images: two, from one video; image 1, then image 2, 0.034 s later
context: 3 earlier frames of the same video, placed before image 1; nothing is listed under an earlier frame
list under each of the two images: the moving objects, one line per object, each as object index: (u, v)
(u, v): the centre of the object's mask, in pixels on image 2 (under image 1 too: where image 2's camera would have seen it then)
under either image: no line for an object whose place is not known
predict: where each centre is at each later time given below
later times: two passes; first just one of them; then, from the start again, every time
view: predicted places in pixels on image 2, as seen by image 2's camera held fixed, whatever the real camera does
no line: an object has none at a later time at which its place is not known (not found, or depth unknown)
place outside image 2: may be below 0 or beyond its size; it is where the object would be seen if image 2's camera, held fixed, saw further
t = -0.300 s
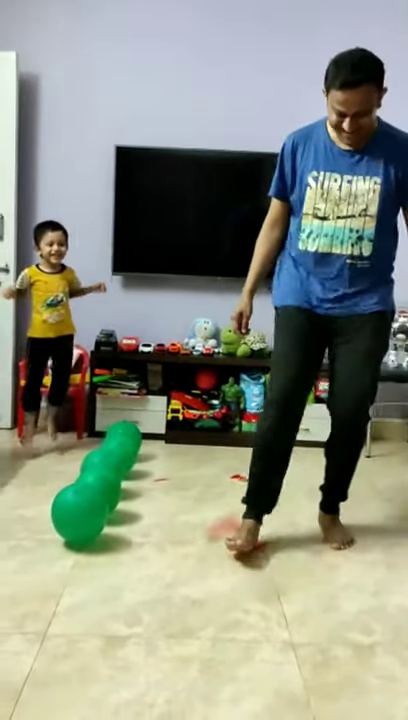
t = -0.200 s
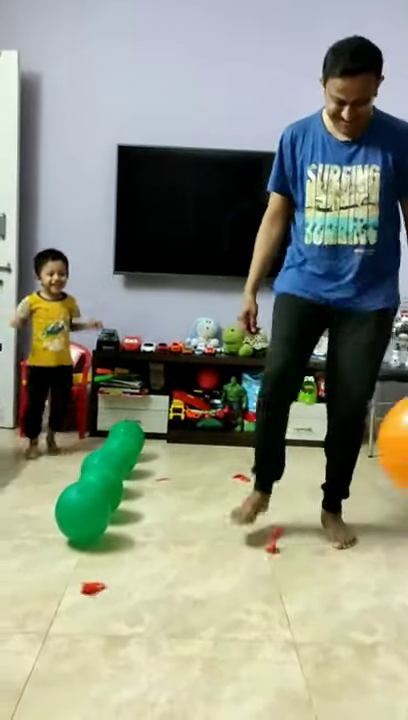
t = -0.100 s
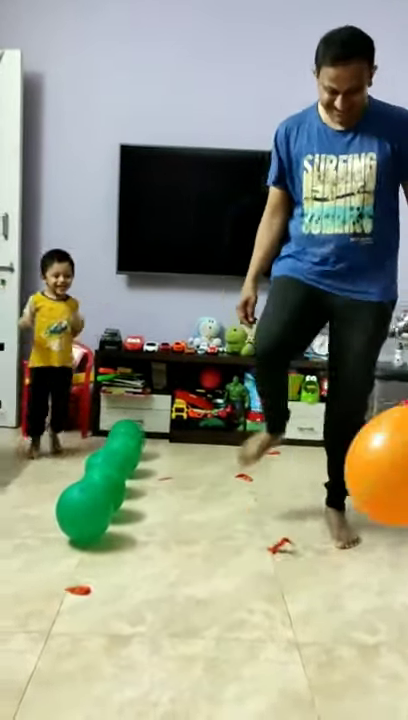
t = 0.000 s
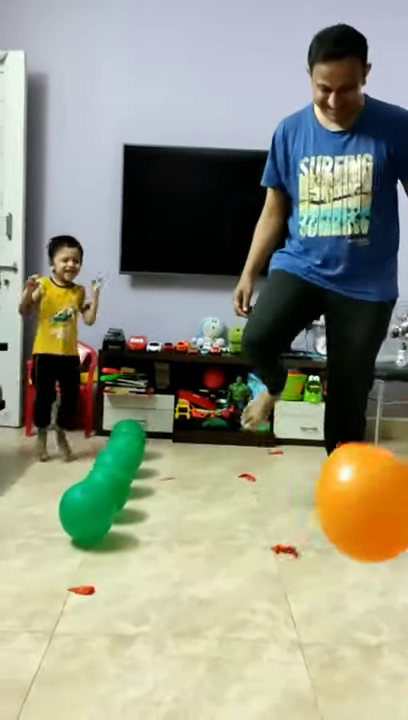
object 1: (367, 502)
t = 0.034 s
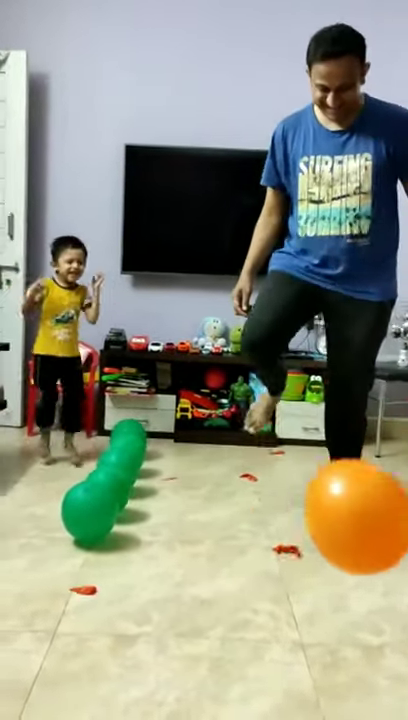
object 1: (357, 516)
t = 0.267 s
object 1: (292, 638)
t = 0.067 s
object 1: (348, 531)
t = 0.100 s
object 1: (338, 545)
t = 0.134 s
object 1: (328, 561)
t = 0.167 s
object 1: (318, 578)
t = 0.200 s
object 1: (309, 595)
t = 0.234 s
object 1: (300, 616)
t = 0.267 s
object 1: (292, 638)
